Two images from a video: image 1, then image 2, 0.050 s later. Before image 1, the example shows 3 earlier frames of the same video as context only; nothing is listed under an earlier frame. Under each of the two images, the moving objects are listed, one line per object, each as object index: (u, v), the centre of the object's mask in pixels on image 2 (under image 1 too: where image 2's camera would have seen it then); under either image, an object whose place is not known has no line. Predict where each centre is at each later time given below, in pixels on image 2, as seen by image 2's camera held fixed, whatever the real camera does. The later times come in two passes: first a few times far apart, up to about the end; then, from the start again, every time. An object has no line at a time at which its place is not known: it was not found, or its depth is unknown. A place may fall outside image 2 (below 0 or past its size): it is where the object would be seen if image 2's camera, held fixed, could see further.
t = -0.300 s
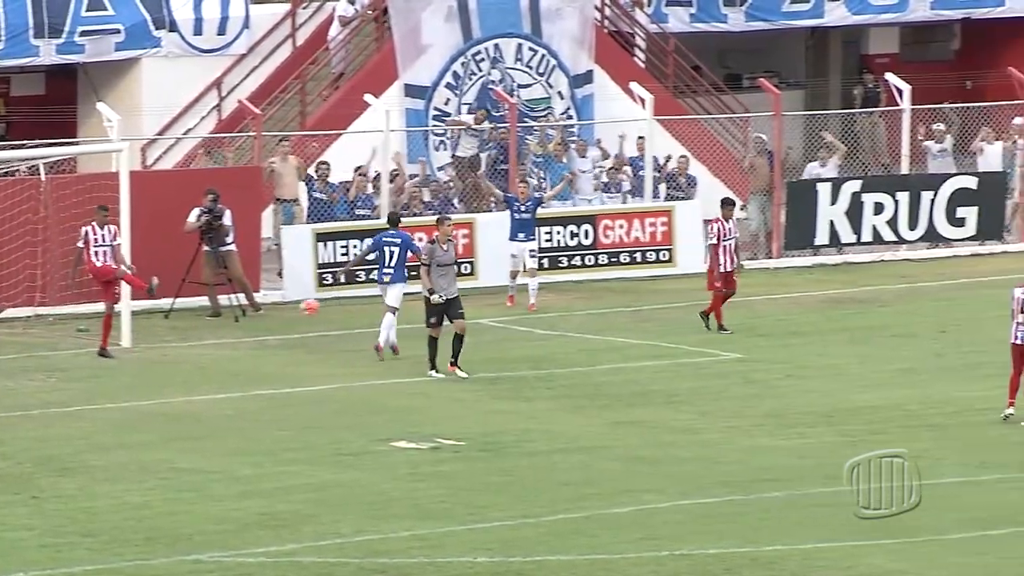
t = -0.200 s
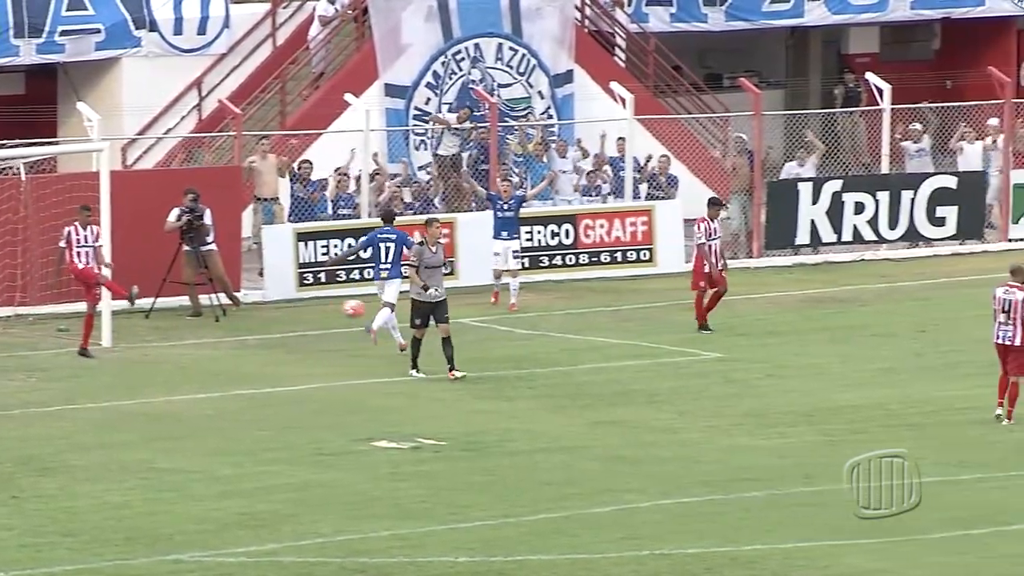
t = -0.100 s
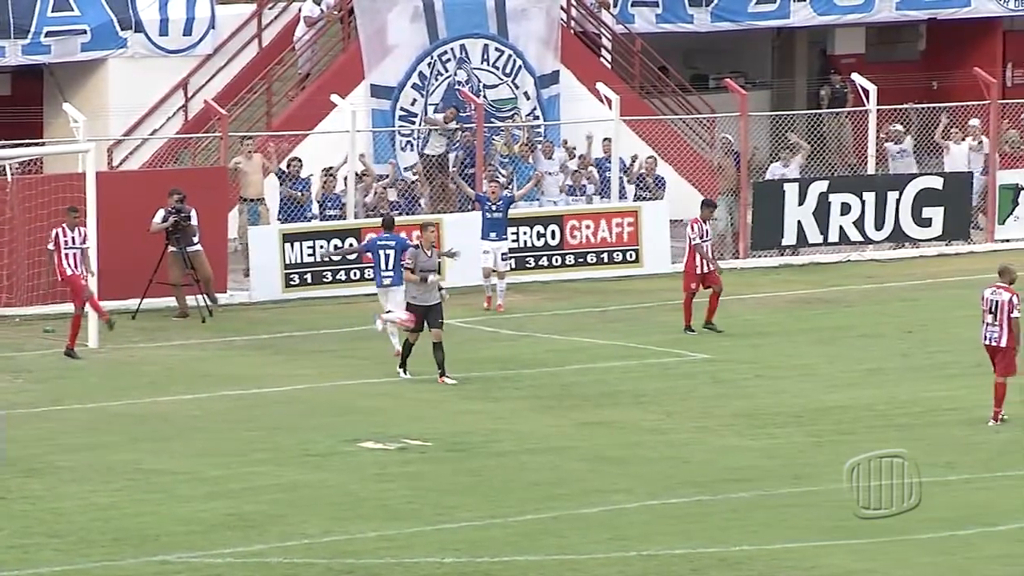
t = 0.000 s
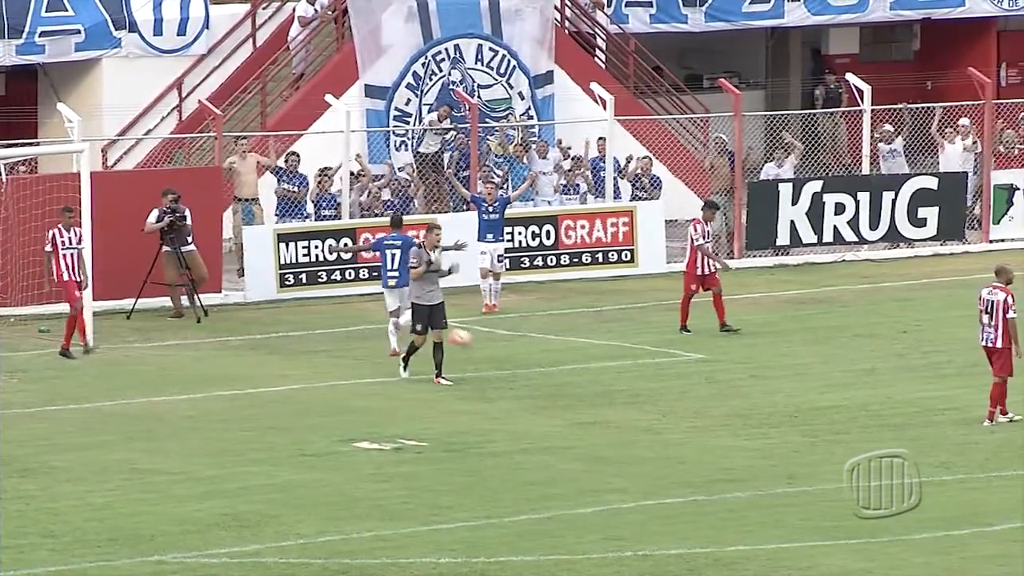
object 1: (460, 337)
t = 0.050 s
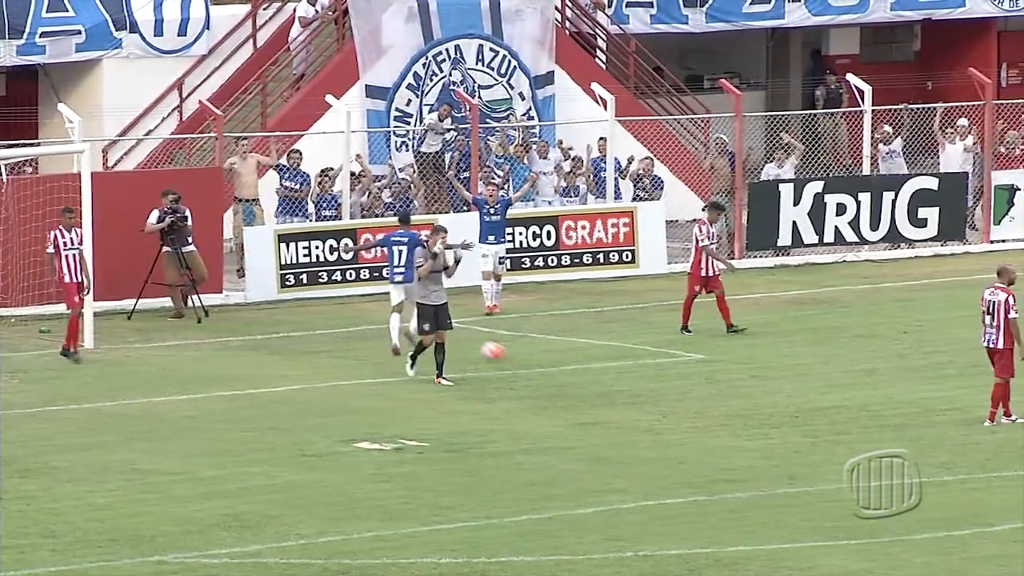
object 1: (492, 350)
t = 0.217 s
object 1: (599, 411)
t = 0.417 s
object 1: (711, 449)
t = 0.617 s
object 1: (806, 449)
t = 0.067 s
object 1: (503, 355)
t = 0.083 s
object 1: (512, 360)
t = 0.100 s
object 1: (524, 366)
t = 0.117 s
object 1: (535, 372)
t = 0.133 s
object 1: (546, 377)
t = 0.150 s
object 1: (556, 382)
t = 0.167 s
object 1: (567, 388)
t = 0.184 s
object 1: (577, 396)
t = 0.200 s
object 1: (588, 403)
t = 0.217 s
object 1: (599, 411)
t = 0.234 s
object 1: (609, 418)
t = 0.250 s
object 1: (620, 425)
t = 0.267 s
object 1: (630, 434)
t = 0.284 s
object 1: (641, 442)
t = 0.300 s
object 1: (653, 451)
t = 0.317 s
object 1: (663, 460)
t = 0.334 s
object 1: (672, 461)
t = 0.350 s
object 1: (679, 458)
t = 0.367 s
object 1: (689, 455)
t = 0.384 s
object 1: (696, 453)
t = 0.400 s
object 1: (703, 452)
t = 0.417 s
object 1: (711, 449)
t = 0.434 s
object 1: (719, 448)
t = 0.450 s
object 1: (729, 446)
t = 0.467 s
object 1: (736, 445)
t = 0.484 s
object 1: (743, 444)
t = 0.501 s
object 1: (751, 444)
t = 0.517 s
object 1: (759, 444)
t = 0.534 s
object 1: (767, 444)
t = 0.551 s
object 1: (774, 444)
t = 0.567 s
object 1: (782, 445)
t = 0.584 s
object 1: (791, 446)
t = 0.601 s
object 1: (798, 447)
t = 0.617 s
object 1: (806, 449)
